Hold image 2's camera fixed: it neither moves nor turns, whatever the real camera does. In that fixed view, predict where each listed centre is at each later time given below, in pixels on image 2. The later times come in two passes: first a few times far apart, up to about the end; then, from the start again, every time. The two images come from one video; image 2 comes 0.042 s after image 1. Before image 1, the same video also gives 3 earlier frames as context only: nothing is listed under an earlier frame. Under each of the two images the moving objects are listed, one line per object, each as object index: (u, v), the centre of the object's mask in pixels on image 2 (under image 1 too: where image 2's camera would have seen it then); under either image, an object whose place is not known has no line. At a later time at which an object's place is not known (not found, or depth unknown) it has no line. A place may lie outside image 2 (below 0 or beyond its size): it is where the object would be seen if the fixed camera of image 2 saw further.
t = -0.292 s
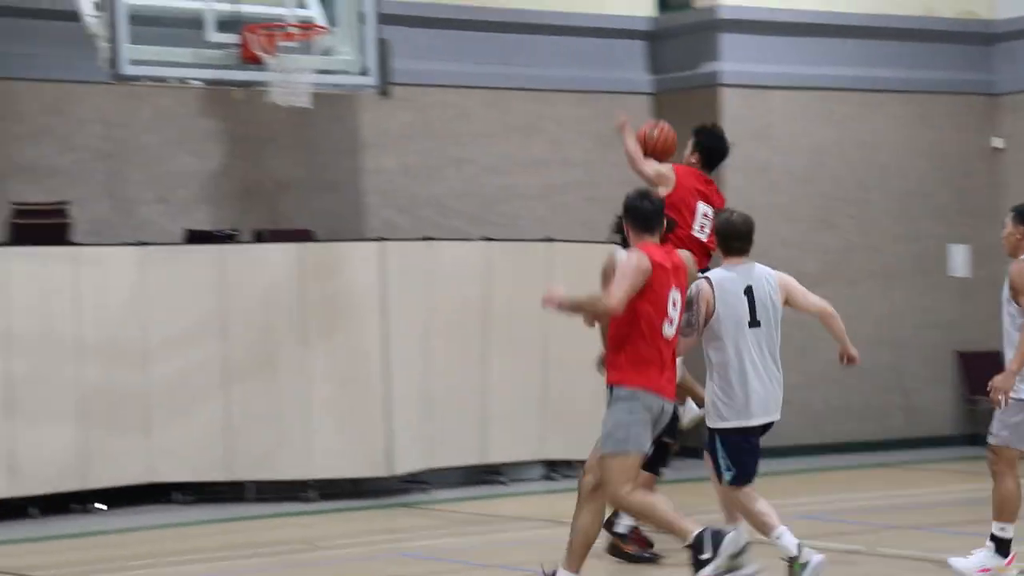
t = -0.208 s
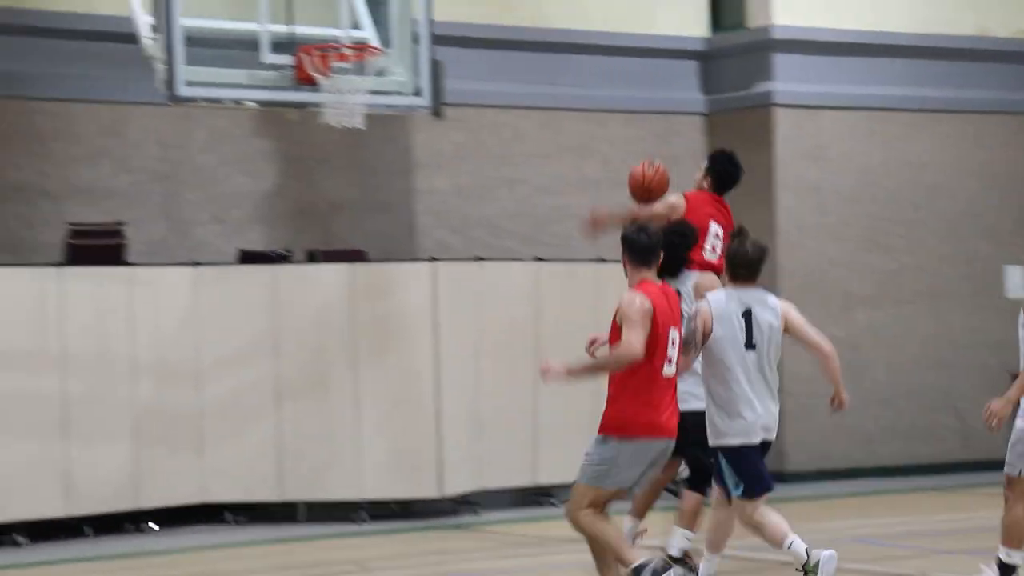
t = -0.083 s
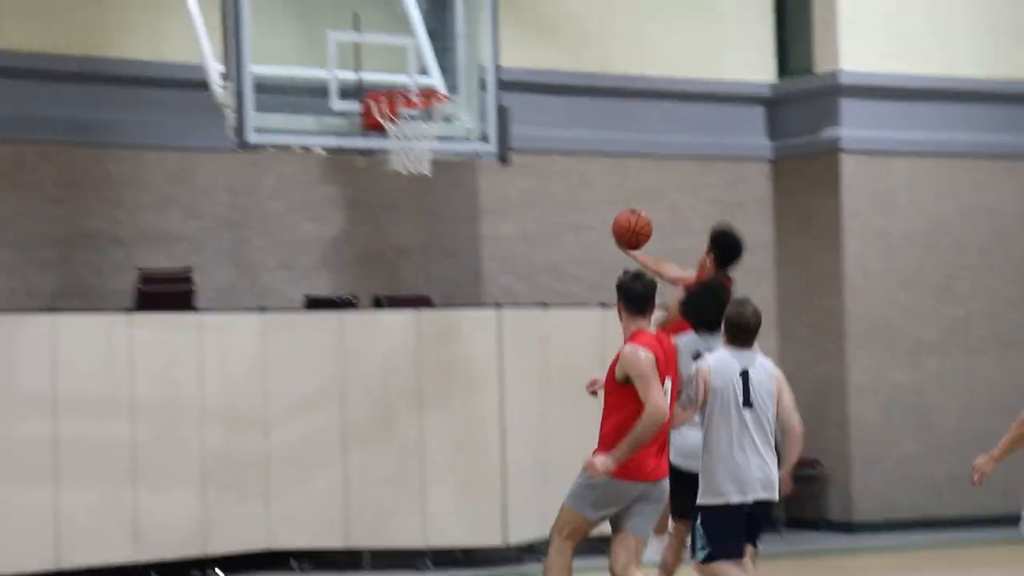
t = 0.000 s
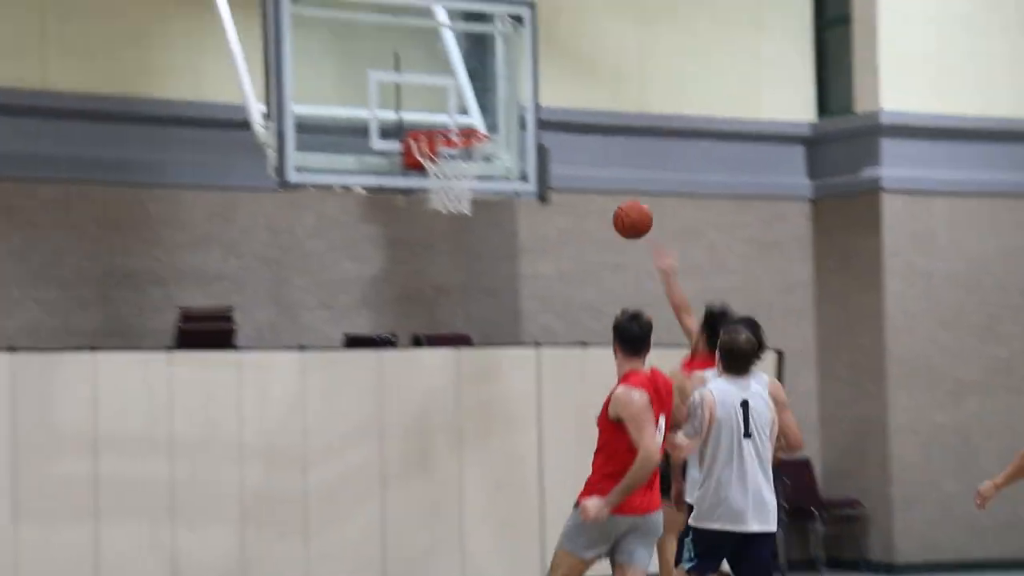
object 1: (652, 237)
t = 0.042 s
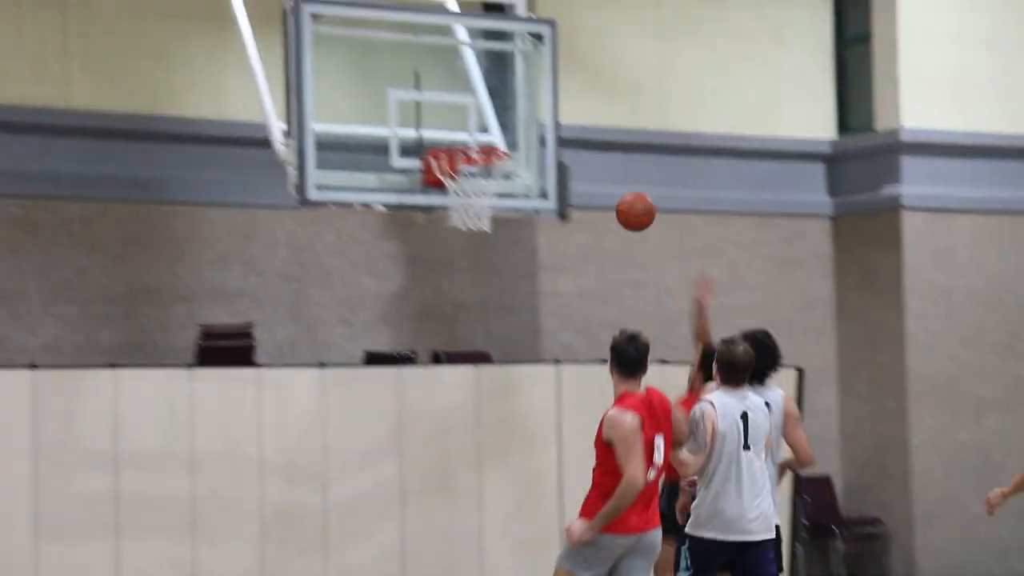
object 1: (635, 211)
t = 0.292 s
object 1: (538, 121)
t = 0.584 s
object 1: (464, 111)
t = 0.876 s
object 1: (475, 121)
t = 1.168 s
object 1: (490, 126)
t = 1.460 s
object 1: (465, 170)
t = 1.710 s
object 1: (447, 246)
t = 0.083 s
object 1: (619, 189)
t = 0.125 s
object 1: (602, 170)
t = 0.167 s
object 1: (586, 153)
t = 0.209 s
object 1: (570, 140)
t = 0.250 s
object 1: (554, 129)
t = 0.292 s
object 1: (538, 121)
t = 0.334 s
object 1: (522, 115)
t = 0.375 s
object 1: (507, 113)
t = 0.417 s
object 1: (491, 114)
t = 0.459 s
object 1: (476, 117)
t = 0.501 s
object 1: (470, 114)
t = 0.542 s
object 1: (467, 111)
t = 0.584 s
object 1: (464, 111)
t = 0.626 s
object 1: (461, 114)
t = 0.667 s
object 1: (459, 119)
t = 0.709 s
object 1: (456, 129)
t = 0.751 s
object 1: (455, 134)
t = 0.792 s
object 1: (461, 128)
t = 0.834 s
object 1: (468, 123)
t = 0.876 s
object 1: (475, 121)
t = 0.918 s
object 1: (481, 122)
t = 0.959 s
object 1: (488, 126)
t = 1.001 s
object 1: (495, 132)
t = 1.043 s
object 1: (497, 132)
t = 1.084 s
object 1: (495, 128)
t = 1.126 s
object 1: (492, 126)
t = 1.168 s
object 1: (490, 126)
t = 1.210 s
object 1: (487, 129)
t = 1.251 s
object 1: (485, 133)
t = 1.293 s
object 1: (482, 137)
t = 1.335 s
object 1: (477, 147)
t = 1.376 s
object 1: (474, 153)
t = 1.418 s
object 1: (469, 161)
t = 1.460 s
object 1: (465, 170)
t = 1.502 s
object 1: (456, 184)
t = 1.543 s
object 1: (451, 197)
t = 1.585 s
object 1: (449, 207)
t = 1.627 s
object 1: (450, 225)
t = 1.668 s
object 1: (448, 232)
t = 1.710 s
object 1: (447, 246)
